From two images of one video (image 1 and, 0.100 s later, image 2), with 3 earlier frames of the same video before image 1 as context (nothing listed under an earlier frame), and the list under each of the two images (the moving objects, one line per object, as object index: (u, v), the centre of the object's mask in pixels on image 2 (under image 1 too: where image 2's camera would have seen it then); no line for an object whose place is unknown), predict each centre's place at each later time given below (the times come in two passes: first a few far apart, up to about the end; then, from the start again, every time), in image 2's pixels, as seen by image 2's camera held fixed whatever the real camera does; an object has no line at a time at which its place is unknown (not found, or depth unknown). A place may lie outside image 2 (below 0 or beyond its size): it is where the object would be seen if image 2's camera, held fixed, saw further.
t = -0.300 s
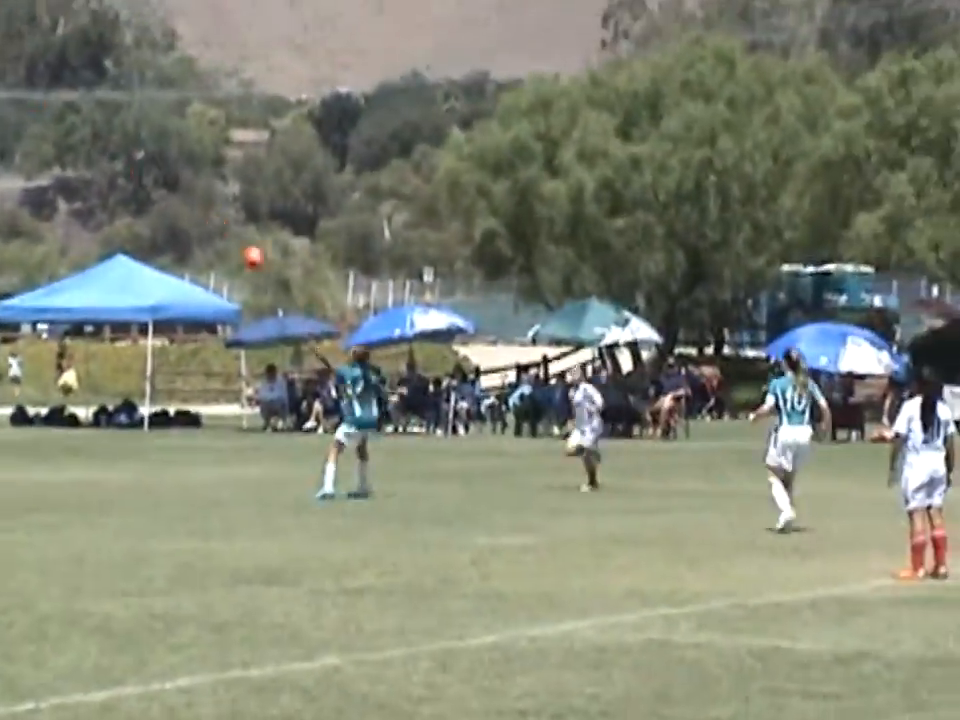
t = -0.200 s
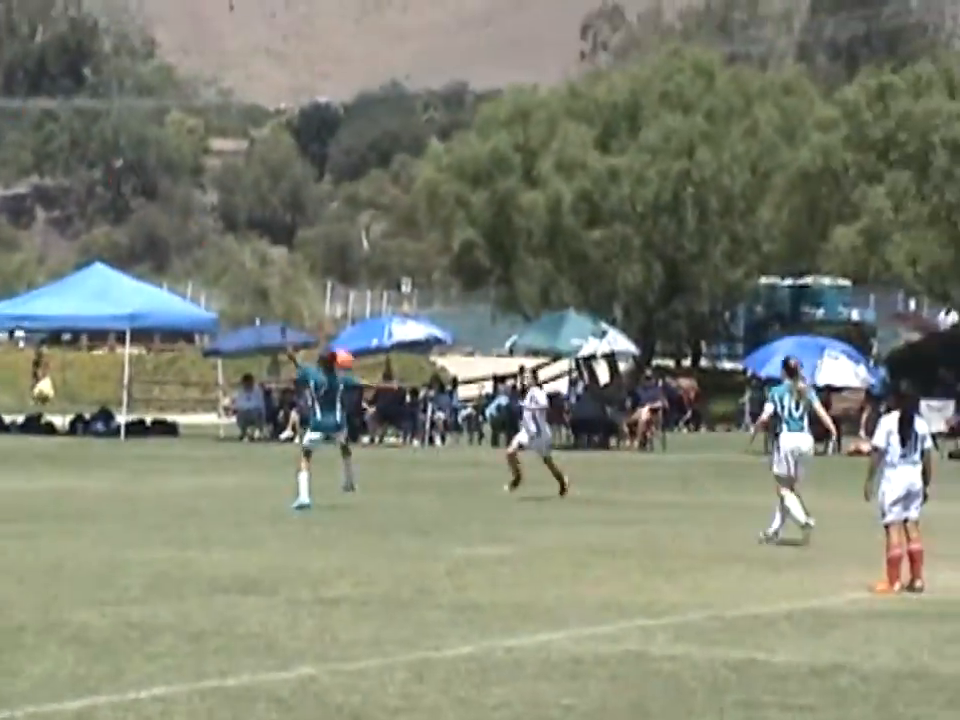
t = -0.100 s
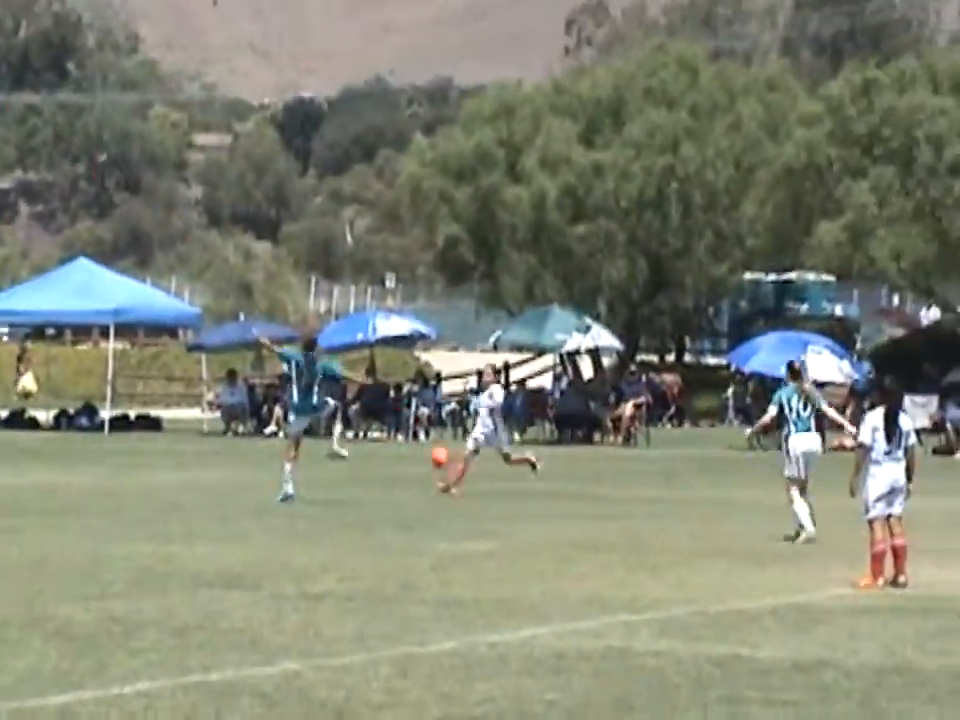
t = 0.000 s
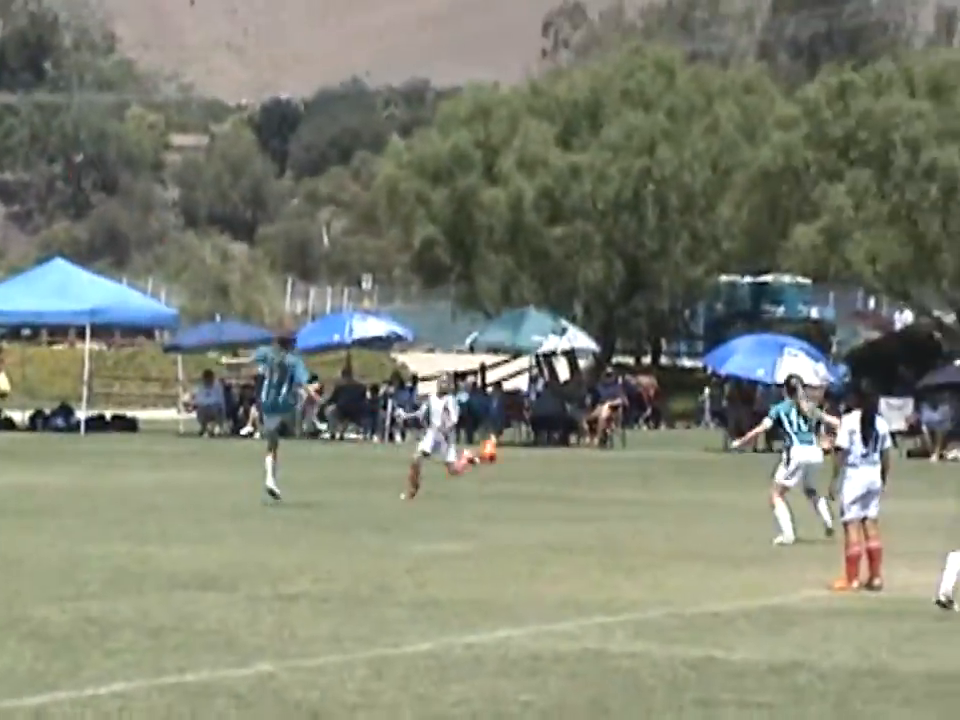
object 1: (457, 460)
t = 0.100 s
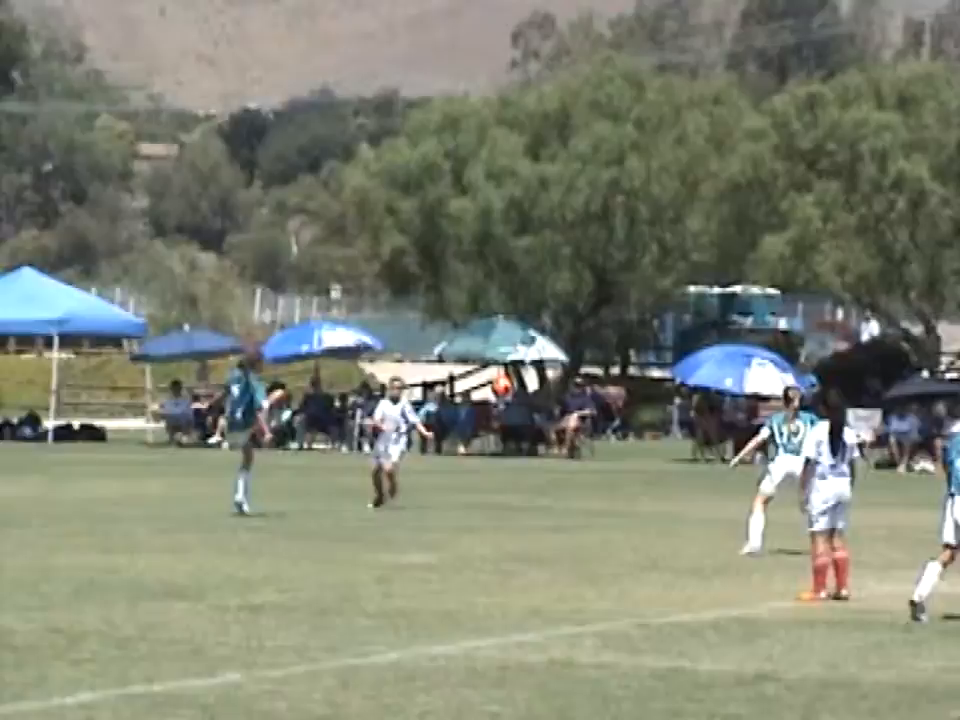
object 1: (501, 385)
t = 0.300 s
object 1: (592, 268)
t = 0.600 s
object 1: (731, 171)
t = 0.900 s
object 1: (871, 170)
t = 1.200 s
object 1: (1008, 262)
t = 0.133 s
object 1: (514, 363)
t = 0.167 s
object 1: (531, 341)
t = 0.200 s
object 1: (547, 321)
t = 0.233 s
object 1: (561, 303)
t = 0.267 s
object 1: (577, 285)
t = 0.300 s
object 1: (592, 268)
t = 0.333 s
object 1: (607, 253)
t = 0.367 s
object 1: (623, 239)
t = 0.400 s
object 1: (638, 224)
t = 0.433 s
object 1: (653, 213)
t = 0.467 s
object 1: (669, 202)
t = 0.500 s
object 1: (684, 193)
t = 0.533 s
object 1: (700, 185)
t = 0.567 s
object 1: (715, 177)
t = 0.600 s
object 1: (731, 171)
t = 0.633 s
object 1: (746, 167)
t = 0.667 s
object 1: (761, 162)
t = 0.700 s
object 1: (776, 160)
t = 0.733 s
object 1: (793, 159)
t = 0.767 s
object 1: (808, 158)
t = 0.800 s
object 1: (824, 161)
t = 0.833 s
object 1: (840, 162)
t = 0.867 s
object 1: (855, 164)
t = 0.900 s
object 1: (871, 170)
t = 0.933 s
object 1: (887, 174)
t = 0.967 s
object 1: (901, 182)
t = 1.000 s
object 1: (917, 188)
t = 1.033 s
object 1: (933, 198)
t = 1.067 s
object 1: (948, 209)
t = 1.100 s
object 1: (962, 219)
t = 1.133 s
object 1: (978, 233)
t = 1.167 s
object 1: (994, 247)
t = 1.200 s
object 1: (1008, 262)
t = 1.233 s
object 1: (1023, 278)
